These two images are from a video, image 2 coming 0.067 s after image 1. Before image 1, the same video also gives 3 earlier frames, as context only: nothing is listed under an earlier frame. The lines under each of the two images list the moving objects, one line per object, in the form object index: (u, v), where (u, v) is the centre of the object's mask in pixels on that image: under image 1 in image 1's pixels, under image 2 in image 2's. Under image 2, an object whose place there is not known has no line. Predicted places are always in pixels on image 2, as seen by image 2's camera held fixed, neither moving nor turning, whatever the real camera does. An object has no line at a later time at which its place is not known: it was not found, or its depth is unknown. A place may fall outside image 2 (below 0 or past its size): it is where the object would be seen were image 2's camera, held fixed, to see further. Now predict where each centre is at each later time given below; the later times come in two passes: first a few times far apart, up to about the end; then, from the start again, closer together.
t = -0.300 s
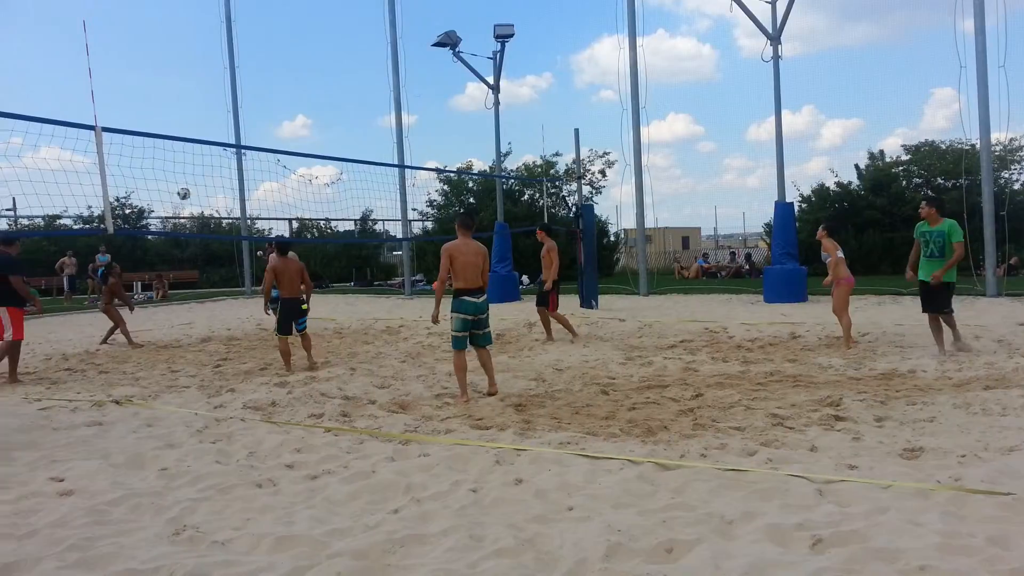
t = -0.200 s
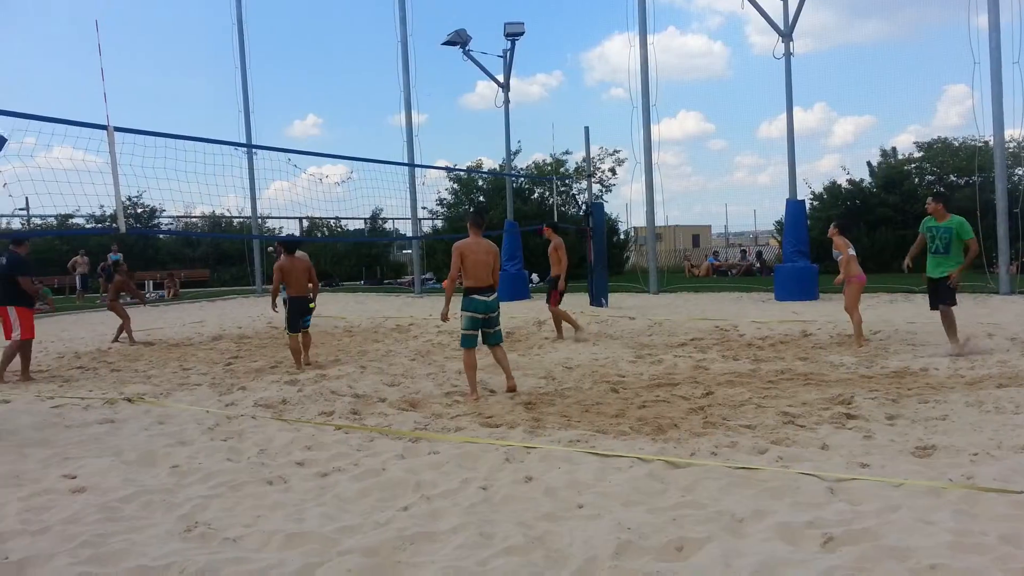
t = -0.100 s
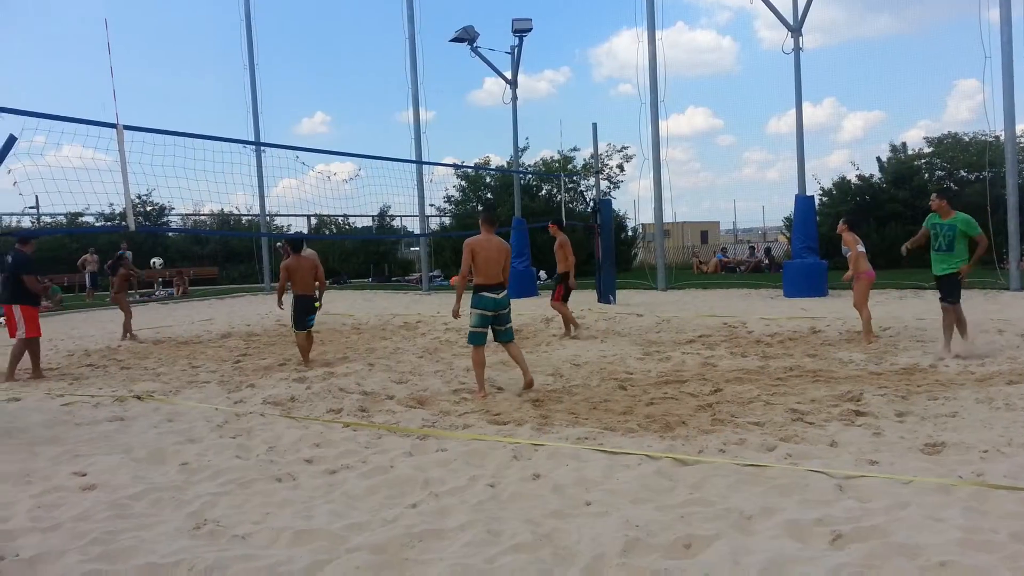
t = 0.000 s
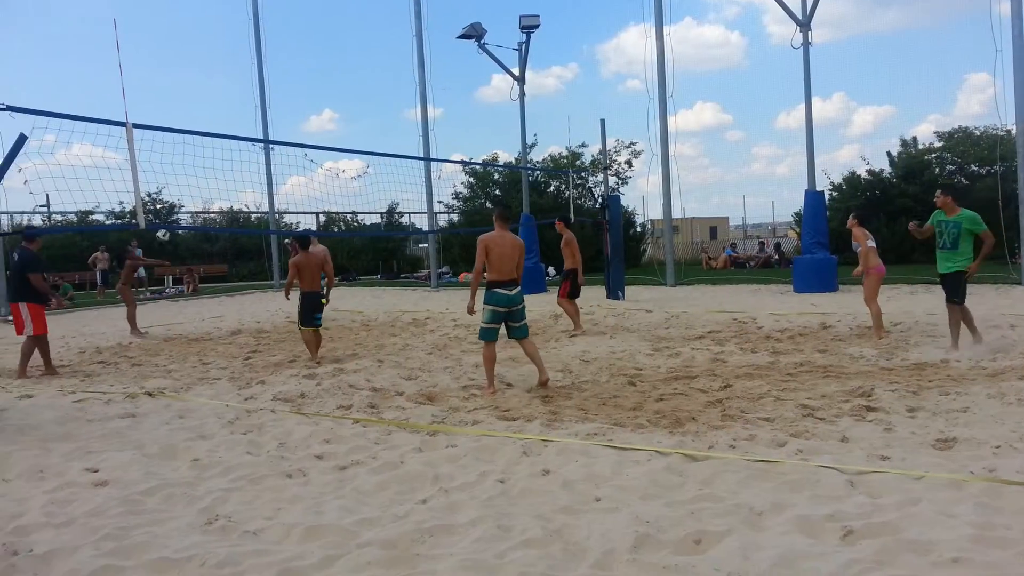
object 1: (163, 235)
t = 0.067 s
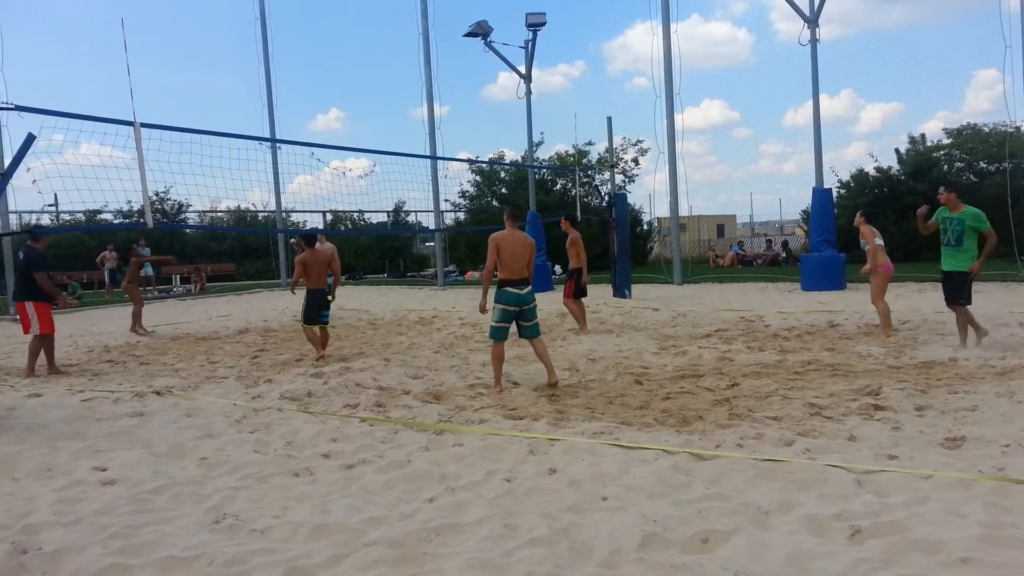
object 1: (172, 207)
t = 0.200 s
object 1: (173, 157)
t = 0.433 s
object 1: (178, 87)
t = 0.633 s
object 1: (186, 49)
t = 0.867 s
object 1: (197, 36)
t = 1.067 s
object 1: (209, 55)
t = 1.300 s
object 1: (226, 118)
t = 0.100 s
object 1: (172, 192)
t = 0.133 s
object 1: (172, 181)
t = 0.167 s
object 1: (172, 169)
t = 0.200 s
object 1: (173, 157)
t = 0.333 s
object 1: (175, 114)
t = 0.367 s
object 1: (176, 104)
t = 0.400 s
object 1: (177, 96)
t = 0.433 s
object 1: (178, 87)
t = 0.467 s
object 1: (179, 79)
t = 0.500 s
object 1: (180, 73)
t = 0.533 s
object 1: (181, 66)
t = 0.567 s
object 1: (183, 60)
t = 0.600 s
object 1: (184, 55)
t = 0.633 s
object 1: (186, 49)
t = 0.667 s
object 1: (187, 46)
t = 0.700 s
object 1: (188, 42)
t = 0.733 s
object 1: (190, 40)
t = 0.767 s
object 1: (192, 37)
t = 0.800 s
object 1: (193, 37)
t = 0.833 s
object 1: (195, 36)
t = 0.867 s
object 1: (197, 36)
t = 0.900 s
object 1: (199, 37)
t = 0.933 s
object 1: (201, 39)
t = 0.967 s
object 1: (202, 41)
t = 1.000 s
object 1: (204, 45)
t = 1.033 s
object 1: (207, 50)
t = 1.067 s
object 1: (209, 55)
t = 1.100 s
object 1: (211, 61)
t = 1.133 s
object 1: (214, 68)
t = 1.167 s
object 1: (216, 76)
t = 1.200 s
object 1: (219, 85)
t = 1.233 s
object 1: (221, 95)
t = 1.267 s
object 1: (224, 105)
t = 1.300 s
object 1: (226, 118)
